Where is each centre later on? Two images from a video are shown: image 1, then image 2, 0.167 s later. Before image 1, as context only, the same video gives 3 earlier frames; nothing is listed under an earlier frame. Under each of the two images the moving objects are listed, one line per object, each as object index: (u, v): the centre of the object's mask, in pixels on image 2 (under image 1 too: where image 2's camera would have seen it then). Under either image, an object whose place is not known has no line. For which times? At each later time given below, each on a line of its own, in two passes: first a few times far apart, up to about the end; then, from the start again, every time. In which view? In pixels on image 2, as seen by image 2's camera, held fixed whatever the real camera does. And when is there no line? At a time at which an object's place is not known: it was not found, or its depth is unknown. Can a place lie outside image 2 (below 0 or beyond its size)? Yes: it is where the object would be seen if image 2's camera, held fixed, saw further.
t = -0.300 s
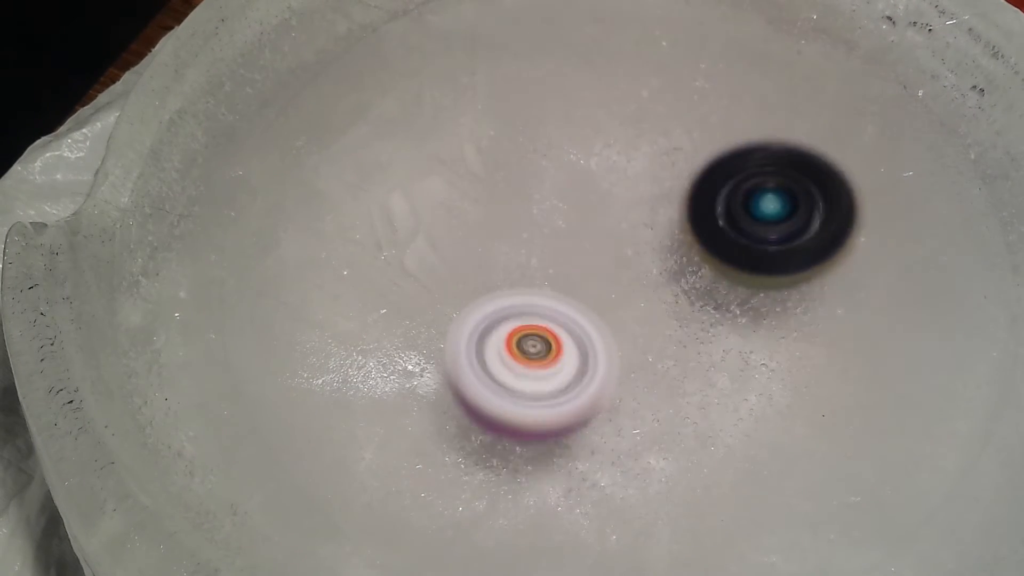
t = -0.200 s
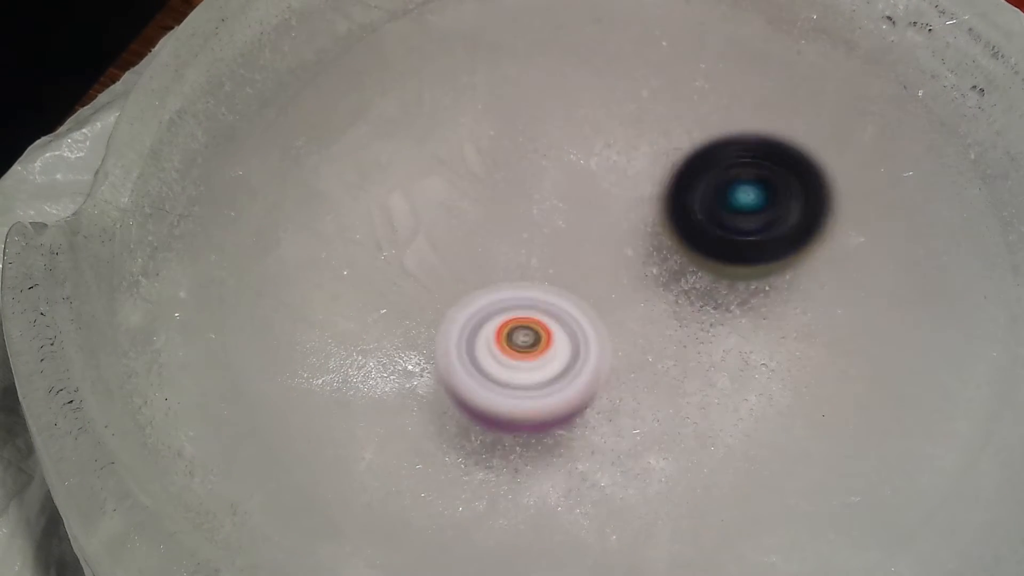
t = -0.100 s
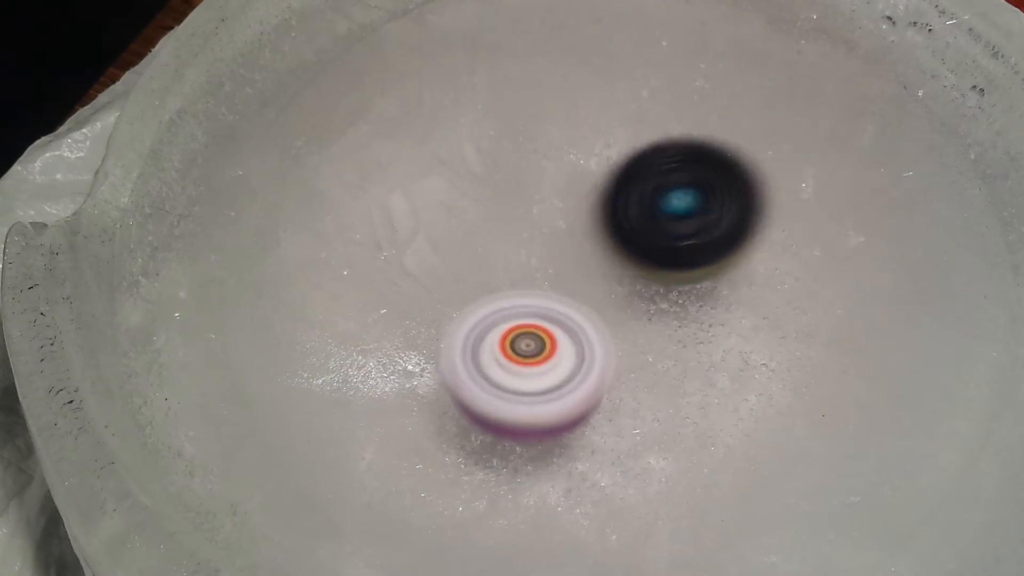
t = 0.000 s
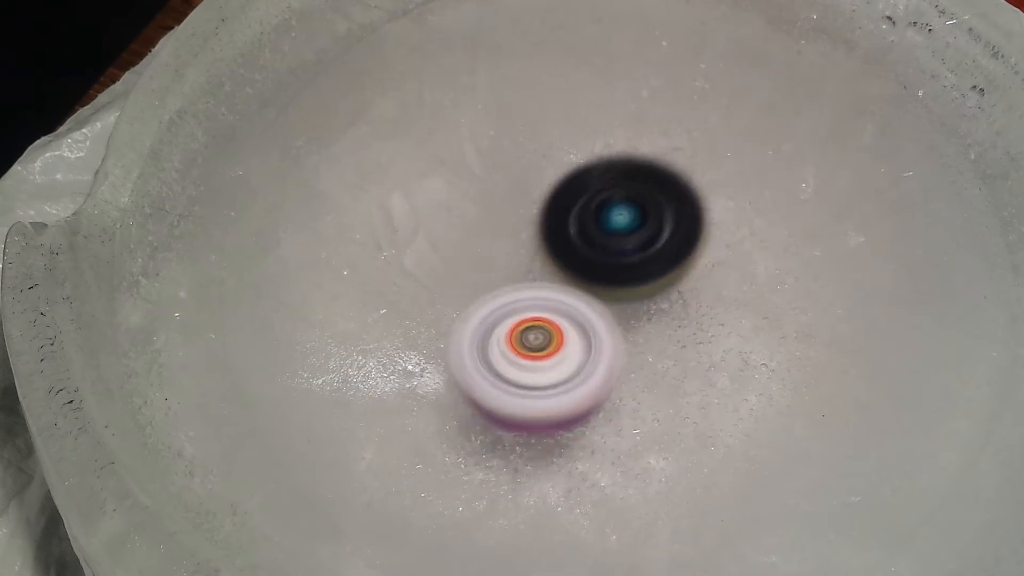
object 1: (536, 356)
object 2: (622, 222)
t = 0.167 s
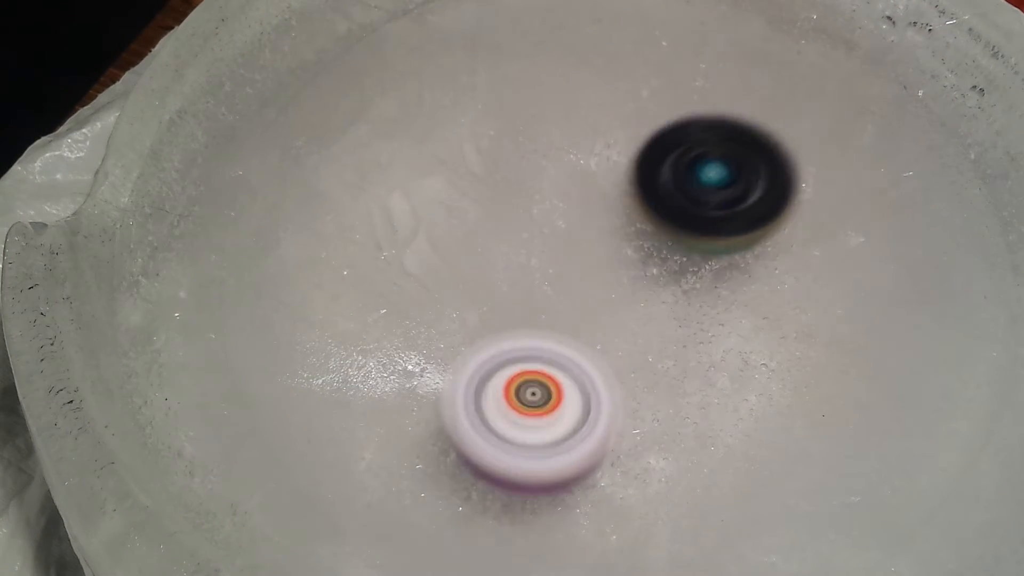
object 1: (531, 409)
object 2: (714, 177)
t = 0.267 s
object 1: (539, 383)
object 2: (732, 166)
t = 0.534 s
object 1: (608, 381)
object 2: (653, 150)
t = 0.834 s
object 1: (627, 359)
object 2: (654, 214)
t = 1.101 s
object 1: (592, 373)
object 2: (719, 143)
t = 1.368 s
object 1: (632, 323)
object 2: (636, 162)
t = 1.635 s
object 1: (649, 330)
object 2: (694, 181)
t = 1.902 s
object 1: (613, 327)
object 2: (660, 160)
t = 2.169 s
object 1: (620, 325)
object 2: (679, 184)
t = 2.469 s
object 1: (585, 357)
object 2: (692, 138)
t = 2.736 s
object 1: (567, 348)
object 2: (646, 206)
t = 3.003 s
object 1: (543, 370)
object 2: (717, 187)
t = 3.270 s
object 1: (588, 356)
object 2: (665, 189)
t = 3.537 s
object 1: (582, 351)
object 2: (669, 230)
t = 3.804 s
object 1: (556, 352)
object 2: (683, 176)
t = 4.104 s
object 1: (559, 459)
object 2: (714, 127)
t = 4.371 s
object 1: (552, 398)
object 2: (683, 134)
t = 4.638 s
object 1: (531, 390)
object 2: (737, 117)
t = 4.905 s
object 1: (578, 316)
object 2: (716, 161)
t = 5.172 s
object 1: (498, 480)
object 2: (724, 147)
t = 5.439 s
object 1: (536, 369)
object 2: (648, 262)
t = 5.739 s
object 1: (552, 340)
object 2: (722, 166)
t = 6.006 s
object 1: (610, 360)
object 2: (653, 154)
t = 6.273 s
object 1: (582, 343)
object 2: (685, 223)
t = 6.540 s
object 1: (583, 344)
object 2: (719, 220)
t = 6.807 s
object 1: (541, 405)
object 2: (687, 153)
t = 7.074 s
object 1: (569, 329)
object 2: (632, 193)
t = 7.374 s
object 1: (578, 349)
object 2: (758, 188)
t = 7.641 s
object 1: (596, 343)
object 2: (679, 197)
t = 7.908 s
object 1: (579, 401)
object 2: (687, 182)
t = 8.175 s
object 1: (587, 351)
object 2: (651, 214)
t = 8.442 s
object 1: (551, 364)
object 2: (719, 223)
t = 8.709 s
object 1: (568, 362)
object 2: (706, 207)
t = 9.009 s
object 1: (581, 356)
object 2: (653, 223)
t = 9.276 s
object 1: (599, 311)
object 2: (677, 187)
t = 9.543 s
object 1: (648, 331)
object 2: (661, 173)
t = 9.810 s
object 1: (608, 343)
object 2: (684, 193)
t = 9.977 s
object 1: (604, 339)
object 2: (673, 182)
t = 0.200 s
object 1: (533, 404)
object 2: (725, 171)
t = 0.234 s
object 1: (537, 395)
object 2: (731, 167)
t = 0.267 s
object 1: (539, 383)
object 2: (732, 166)
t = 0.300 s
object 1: (543, 369)
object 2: (729, 167)
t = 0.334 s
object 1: (548, 353)
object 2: (720, 171)
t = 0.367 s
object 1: (558, 337)
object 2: (707, 176)
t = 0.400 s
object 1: (570, 328)
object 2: (689, 183)
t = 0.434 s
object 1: (585, 322)
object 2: (668, 191)
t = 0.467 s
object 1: (596, 339)
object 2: (654, 187)
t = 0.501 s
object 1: (602, 363)
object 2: (653, 165)
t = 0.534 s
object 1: (608, 381)
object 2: (653, 150)
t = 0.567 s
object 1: (618, 392)
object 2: (652, 139)
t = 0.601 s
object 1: (623, 396)
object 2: (650, 139)
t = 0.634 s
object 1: (627, 396)
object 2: (648, 138)
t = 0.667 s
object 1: (629, 394)
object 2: (647, 137)
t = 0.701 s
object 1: (629, 390)
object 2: (644, 146)
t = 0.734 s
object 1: (628, 383)
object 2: (643, 158)
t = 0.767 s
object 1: (628, 375)
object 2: (644, 173)
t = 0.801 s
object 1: (626, 367)
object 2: (646, 192)
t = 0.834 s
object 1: (627, 359)
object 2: (654, 214)
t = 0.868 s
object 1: (623, 372)
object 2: (671, 212)
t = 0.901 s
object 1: (618, 385)
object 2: (691, 198)
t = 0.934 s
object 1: (613, 391)
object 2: (707, 184)
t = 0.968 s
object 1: (606, 393)
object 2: (718, 172)
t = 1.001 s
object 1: (601, 391)
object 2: (724, 162)
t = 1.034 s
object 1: (596, 388)
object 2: (726, 153)
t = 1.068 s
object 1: (593, 381)
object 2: (724, 147)
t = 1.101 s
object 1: (592, 373)
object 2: (719, 143)
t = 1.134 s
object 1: (594, 365)
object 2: (710, 142)
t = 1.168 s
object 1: (597, 353)
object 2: (698, 144)
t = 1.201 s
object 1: (598, 342)
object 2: (683, 148)
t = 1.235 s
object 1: (603, 329)
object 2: (667, 154)
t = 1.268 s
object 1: (611, 318)
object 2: (652, 161)
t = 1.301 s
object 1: (619, 315)
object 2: (641, 166)
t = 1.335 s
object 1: (625, 321)
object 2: (637, 162)
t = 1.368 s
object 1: (632, 323)
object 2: (636, 162)
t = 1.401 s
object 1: (637, 322)
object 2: (640, 166)
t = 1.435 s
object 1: (643, 321)
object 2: (646, 174)
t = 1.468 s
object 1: (644, 329)
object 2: (660, 177)
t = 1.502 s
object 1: (647, 336)
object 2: (674, 175)
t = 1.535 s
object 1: (649, 338)
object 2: (686, 173)
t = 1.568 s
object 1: (649, 340)
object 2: (694, 174)
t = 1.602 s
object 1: (649, 337)
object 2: (698, 177)
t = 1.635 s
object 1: (649, 330)
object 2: (694, 181)
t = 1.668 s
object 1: (646, 325)
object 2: (687, 184)
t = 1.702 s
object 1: (632, 335)
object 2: (688, 174)
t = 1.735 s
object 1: (623, 341)
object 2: (686, 166)
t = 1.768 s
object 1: (621, 342)
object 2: (682, 160)
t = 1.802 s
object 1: (619, 339)
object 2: (677, 157)
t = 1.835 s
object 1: (618, 336)
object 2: (672, 155)
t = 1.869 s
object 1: (616, 332)
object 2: (666, 156)
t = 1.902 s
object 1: (613, 327)
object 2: (660, 160)
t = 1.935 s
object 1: (615, 320)
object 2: (655, 165)
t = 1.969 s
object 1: (618, 313)
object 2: (652, 174)
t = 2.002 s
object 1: (619, 323)
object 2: (658, 173)
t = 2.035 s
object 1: (622, 330)
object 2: (665, 171)
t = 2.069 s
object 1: (623, 333)
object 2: (671, 171)
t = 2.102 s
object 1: (623, 332)
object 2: (674, 174)
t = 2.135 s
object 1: (622, 330)
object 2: (677, 178)
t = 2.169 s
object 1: (620, 325)
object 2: (679, 184)
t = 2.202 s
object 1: (623, 321)
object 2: (680, 190)
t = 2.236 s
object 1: (620, 329)
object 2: (683, 189)
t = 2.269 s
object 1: (612, 342)
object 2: (694, 173)
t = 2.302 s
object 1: (603, 352)
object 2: (702, 159)
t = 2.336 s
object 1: (598, 357)
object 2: (705, 150)
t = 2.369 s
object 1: (594, 361)
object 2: (706, 143)
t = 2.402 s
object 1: (591, 361)
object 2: (703, 139)
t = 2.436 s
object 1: (587, 359)
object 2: (698, 141)
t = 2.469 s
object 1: (585, 357)
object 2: (692, 138)
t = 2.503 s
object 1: (582, 354)
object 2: (682, 141)
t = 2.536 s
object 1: (579, 351)
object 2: (670, 146)
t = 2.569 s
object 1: (575, 348)
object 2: (655, 151)
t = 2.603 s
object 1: (573, 342)
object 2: (642, 157)
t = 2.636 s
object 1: (572, 338)
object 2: (631, 164)
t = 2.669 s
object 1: (573, 335)
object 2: (628, 176)
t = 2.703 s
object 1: (574, 333)
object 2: (630, 191)
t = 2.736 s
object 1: (567, 348)
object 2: (646, 206)
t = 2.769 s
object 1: (554, 372)
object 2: (668, 201)
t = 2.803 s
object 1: (548, 388)
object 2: (687, 196)
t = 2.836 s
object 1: (545, 397)
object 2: (702, 192)
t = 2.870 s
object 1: (543, 399)
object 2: (714, 189)
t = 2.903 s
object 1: (542, 395)
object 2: (721, 186)
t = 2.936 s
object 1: (542, 390)
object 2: (724, 185)
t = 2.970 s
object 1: (542, 381)
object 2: (722, 186)
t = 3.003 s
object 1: (543, 370)
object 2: (717, 187)
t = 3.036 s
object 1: (545, 358)
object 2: (709, 189)
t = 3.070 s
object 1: (550, 346)
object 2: (698, 193)
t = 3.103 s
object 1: (560, 335)
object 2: (685, 197)
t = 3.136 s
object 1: (571, 328)
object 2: (671, 201)
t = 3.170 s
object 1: (579, 329)
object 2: (660, 203)
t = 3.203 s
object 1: (577, 342)
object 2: (661, 196)
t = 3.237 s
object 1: (581, 352)
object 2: (663, 190)
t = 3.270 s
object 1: (588, 356)
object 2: (665, 189)
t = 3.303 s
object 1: (594, 357)
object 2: (667, 191)
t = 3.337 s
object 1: (595, 358)
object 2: (669, 195)
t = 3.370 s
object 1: (595, 360)
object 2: (670, 200)
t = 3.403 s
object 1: (593, 361)
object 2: (673, 206)
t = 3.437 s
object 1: (592, 360)
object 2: (674, 214)
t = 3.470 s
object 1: (589, 357)
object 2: (675, 221)
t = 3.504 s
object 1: (586, 354)
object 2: (672, 226)
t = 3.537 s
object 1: (582, 351)
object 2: (669, 230)
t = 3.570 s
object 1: (578, 349)
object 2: (668, 232)
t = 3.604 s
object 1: (566, 354)
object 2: (674, 227)
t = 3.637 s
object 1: (554, 359)
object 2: (685, 216)
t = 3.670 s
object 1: (547, 361)
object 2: (694, 204)
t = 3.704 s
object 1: (546, 361)
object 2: (699, 193)
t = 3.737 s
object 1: (547, 360)
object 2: (698, 186)
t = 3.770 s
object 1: (550, 356)
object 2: (693, 180)
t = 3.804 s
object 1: (556, 352)
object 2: (683, 176)
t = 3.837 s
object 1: (564, 349)
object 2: (668, 176)
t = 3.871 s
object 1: (571, 343)
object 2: (652, 179)
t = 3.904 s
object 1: (578, 337)
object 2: (640, 185)
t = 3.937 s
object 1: (585, 333)
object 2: (633, 193)
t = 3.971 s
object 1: (591, 337)
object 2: (635, 199)
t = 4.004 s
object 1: (582, 373)
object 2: (658, 184)
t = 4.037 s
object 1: (573, 412)
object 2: (681, 162)
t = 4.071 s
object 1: (565, 442)
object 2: (700, 143)
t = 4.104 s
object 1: (559, 459)
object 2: (714, 127)
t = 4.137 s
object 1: (554, 471)
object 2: (724, 114)
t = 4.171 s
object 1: (548, 476)
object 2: (729, 107)
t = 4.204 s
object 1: (545, 475)
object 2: (729, 102)
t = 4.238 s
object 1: (543, 469)
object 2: (726, 102)
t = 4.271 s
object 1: (543, 457)
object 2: (720, 105)
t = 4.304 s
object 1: (542, 441)
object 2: (710, 112)
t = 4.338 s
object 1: (548, 420)
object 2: (698, 121)
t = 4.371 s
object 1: (552, 398)
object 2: (683, 134)
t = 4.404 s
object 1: (557, 369)
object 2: (669, 152)
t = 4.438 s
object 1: (566, 339)
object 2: (654, 170)
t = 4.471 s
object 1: (572, 317)
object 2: (644, 188)
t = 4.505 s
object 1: (552, 337)
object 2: (663, 174)
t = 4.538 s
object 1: (539, 362)
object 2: (687, 156)
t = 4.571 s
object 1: (533, 378)
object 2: (707, 141)
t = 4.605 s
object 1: (530, 387)
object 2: (724, 128)
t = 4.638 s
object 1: (531, 390)
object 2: (737, 117)
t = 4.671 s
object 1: (534, 387)
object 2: (745, 110)
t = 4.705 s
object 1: (539, 382)
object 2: (748, 107)
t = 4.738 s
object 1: (544, 373)
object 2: (749, 110)
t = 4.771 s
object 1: (549, 365)
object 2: (747, 111)
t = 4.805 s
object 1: (555, 355)
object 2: (743, 119)
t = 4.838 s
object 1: (564, 341)
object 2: (736, 131)
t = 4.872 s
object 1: (571, 329)
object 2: (728, 145)
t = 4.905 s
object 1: (578, 316)
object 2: (716, 161)
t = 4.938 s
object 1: (585, 305)
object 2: (702, 179)
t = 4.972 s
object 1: (590, 298)
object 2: (691, 195)
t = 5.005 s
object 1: (562, 331)
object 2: (698, 185)
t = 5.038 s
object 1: (538, 379)
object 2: (711, 168)
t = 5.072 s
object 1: (524, 417)
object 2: (721, 156)
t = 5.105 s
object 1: (511, 450)
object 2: (728, 148)
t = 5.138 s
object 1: (502, 471)
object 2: (728, 145)
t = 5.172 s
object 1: (498, 480)
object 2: (724, 147)
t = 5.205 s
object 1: (494, 485)
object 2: (716, 155)
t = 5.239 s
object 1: (492, 483)
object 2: (708, 163)
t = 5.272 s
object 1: (493, 474)
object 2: (698, 180)
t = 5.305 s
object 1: (498, 462)
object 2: (687, 197)
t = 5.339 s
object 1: (503, 448)
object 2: (675, 213)
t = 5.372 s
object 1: (515, 427)
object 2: (663, 233)
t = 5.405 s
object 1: (524, 398)
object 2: (652, 247)
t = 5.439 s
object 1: (536, 369)
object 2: (648, 262)
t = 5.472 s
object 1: (524, 362)
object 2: (663, 256)
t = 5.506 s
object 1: (509, 358)
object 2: (683, 242)
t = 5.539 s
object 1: (501, 356)
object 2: (703, 231)
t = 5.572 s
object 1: (500, 361)
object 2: (719, 214)
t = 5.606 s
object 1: (507, 364)
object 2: (729, 205)
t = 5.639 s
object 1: (518, 365)
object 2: (735, 190)
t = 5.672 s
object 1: (529, 362)
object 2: (738, 179)
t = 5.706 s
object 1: (538, 351)
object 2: (733, 170)
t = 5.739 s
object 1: (552, 340)
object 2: (722, 166)
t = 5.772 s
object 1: (567, 330)
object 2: (707, 163)
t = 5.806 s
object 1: (580, 319)
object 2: (691, 164)
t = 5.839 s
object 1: (592, 309)
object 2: (671, 169)
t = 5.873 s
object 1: (604, 309)
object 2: (654, 171)
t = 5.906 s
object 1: (601, 328)
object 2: (652, 163)
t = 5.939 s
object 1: (604, 344)
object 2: (652, 157)
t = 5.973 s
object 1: (607, 356)
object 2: (654, 153)
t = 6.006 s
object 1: (610, 360)
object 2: (653, 154)
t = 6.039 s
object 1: (612, 362)
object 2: (654, 157)
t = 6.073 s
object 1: (611, 362)
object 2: (656, 162)
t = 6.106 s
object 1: (609, 360)
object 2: (659, 168)
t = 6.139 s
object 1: (605, 356)
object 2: (659, 177)
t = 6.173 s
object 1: (602, 350)
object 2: (663, 191)
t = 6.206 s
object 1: (599, 343)
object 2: (668, 206)
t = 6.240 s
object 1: (594, 336)
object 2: (676, 218)
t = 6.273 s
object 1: (582, 343)
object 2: (685, 223)
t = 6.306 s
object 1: (573, 346)
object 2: (698, 223)
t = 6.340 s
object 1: (566, 350)
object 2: (709, 223)
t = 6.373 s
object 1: (566, 353)
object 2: (717, 223)
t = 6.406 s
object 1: (569, 354)
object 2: (723, 223)
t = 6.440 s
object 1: (575, 353)
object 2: (727, 222)
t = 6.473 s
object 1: (580, 353)
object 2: (727, 220)
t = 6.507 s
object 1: (582, 348)
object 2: (724, 220)
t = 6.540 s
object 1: (583, 344)
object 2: (719, 220)
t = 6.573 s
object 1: (583, 340)
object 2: (710, 221)
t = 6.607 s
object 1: (582, 337)
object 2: (700, 224)
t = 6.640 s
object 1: (584, 335)
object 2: (689, 225)
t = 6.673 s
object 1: (572, 355)
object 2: (691, 208)
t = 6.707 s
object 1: (560, 381)
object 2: (696, 191)
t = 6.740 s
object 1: (550, 394)
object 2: (697, 174)
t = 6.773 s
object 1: (542, 403)
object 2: (695, 160)
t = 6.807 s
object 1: (541, 405)
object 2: (687, 153)
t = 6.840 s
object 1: (539, 405)
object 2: (676, 145)
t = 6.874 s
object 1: (539, 400)
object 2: (667, 140)
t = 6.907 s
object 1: (541, 393)
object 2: (654, 142)
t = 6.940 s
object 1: (543, 383)
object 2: (641, 147)
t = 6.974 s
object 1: (548, 371)
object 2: (628, 156)
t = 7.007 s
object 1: (554, 356)
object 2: (620, 166)
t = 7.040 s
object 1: (560, 342)
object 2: (622, 178)
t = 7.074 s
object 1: (569, 329)
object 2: (632, 193)
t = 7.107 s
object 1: (573, 331)
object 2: (654, 202)
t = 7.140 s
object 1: (576, 345)
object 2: (690, 197)
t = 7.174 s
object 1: (582, 355)
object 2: (716, 193)
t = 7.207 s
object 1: (589, 359)
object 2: (734, 190)
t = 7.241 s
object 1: (592, 359)
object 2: (750, 188)
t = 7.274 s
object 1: (590, 357)
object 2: (759, 187)
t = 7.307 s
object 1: (587, 355)
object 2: (762, 186)
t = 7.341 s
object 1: (584, 352)
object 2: (763, 187)
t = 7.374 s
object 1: (578, 349)
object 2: (758, 188)
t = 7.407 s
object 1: (578, 342)
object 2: (750, 188)
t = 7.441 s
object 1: (585, 335)
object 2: (740, 191)
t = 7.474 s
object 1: (588, 325)
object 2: (726, 196)
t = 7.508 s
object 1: (595, 315)
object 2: (711, 204)
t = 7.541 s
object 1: (601, 314)
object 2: (697, 204)
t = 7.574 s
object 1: (594, 323)
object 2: (691, 203)
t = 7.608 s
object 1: (593, 332)
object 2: (686, 198)
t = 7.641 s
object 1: (596, 343)
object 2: (679, 197)
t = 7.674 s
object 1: (602, 346)
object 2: (674, 197)
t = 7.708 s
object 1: (601, 345)
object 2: (666, 201)
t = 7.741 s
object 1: (596, 342)
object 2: (660, 207)
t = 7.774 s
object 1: (597, 342)
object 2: (657, 213)
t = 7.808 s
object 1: (589, 359)
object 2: (664, 206)
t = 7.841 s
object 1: (585, 379)
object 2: (675, 198)
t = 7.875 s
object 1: (582, 391)
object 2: (681, 190)
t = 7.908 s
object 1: (579, 401)
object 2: (687, 182)
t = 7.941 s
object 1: (582, 402)
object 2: (687, 177)
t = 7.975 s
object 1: (582, 402)
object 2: (685, 174)
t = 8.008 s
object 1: (584, 402)
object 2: (676, 175)
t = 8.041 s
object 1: (587, 398)
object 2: (666, 178)
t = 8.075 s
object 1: (588, 389)
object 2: (657, 183)
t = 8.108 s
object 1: (592, 376)
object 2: (650, 191)
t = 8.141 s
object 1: (592, 365)
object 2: (649, 201)
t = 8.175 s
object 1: (587, 351)
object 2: (651, 214)
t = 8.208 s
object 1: (580, 339)
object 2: (660, 222)
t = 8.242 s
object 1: (558, 350)
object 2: (675, 224)
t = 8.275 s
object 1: (537, 355)
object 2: (691, 220)
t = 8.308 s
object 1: (530, 357)
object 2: (703, 219)
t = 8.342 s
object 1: (528, 362)
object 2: (713, 220)
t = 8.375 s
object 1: (535, 365)
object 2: (716, 220)
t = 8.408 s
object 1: (541, 367)
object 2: (720, 221)
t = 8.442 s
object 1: (551, 364)
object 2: (719, 223)
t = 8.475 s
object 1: (560, 360)
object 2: (718, 225)
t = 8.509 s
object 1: (567, 353)
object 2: (713, 228)
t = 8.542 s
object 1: (575, 344)
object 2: (708, 231)
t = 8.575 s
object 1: (579, 338)
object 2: (702, 234)
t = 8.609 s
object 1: (581, 336)
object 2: (697, 236)
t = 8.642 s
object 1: (572, 348)
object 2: (702, 226)
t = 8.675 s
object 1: (570, 358)
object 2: (707, 216)
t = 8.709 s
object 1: (568, 362)
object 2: (706, 207)
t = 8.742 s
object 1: (567, 364)
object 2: (700, 198)
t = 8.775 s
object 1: (567, 364)
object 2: (689, 192)
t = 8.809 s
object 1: (568, 363)
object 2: (677, 189)
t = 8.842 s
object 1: (568, 362)
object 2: (665, 189)
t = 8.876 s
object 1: (571, 359)
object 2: (654, 192)
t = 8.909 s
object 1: (573, 355)
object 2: (647, 199)
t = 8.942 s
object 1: (576, 351)
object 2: (644, 210)
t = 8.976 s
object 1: (579, 348)
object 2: (643, 220)
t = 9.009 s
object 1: (581, 356)
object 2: (653, 223)
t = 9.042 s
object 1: (585, 361)
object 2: (665, 221)
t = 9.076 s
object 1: (591, 360)
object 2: (675, 216)
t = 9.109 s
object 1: (591, 356)
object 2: (682, 213)
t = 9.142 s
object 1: (588, 349)
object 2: (685, 209)
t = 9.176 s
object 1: (587, 340)
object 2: (685, 202)
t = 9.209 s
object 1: (590, 330)
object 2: (682, 197)
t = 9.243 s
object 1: (595, 320)
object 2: (680, 192)
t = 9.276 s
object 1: (599, 311)
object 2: (677, 187)
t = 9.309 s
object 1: (606, 308)
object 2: (675, 184)
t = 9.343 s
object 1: (614, 306)
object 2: (670, 181)
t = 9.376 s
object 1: (622, 313)
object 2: (668, 179)
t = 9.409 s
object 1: (629, 307)
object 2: (666, 177)
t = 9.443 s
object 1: (636, 310)
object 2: (664, 176)
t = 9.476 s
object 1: (641, 316)
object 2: (663, 174)
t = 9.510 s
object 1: (645, 326)
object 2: (662, 172)
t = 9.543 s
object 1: (648, 331)
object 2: (661, 173)
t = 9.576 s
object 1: (650, 333)
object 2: (656, 177)
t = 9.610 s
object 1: (646, 331)
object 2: (656, 183)
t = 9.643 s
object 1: (641, 329)
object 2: (656, 190)
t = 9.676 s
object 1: (633, 329)
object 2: (662, 196)
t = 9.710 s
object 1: (623, 330)
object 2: (667, 199)
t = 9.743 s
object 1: (619, 332)
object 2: (673, 201)
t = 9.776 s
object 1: (615, 333)
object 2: (681, 199)
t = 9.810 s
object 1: (608, 343)
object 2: (684, 193)
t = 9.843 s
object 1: (608, 347)
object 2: (686, 185)
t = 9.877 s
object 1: (610, 346)
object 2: (686, 180)
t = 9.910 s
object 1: (611, 345)
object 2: (683, 177)
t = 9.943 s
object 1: (607, 340)
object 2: (679, 178)
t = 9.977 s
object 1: (604, 339)
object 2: (673, 182)
